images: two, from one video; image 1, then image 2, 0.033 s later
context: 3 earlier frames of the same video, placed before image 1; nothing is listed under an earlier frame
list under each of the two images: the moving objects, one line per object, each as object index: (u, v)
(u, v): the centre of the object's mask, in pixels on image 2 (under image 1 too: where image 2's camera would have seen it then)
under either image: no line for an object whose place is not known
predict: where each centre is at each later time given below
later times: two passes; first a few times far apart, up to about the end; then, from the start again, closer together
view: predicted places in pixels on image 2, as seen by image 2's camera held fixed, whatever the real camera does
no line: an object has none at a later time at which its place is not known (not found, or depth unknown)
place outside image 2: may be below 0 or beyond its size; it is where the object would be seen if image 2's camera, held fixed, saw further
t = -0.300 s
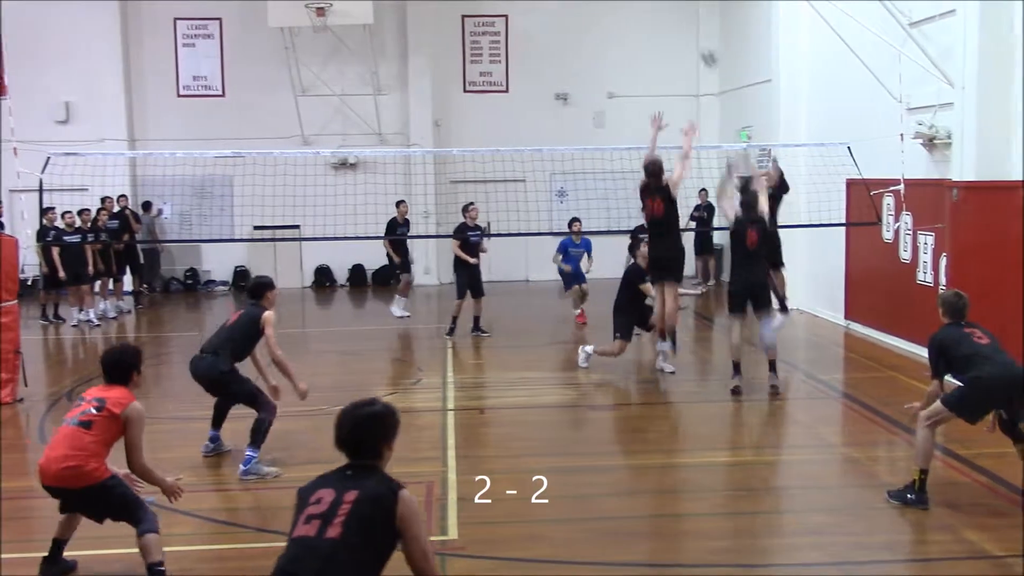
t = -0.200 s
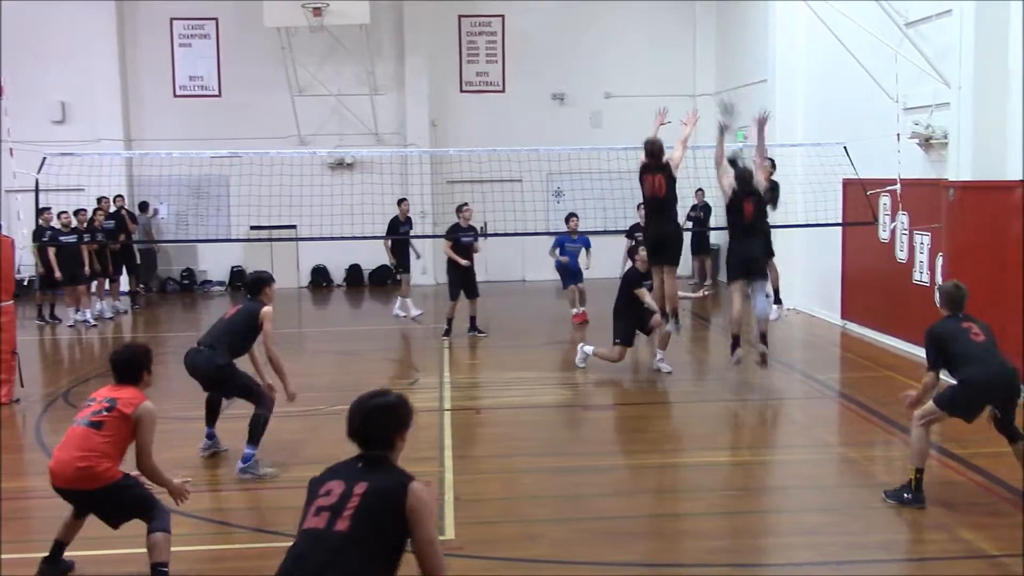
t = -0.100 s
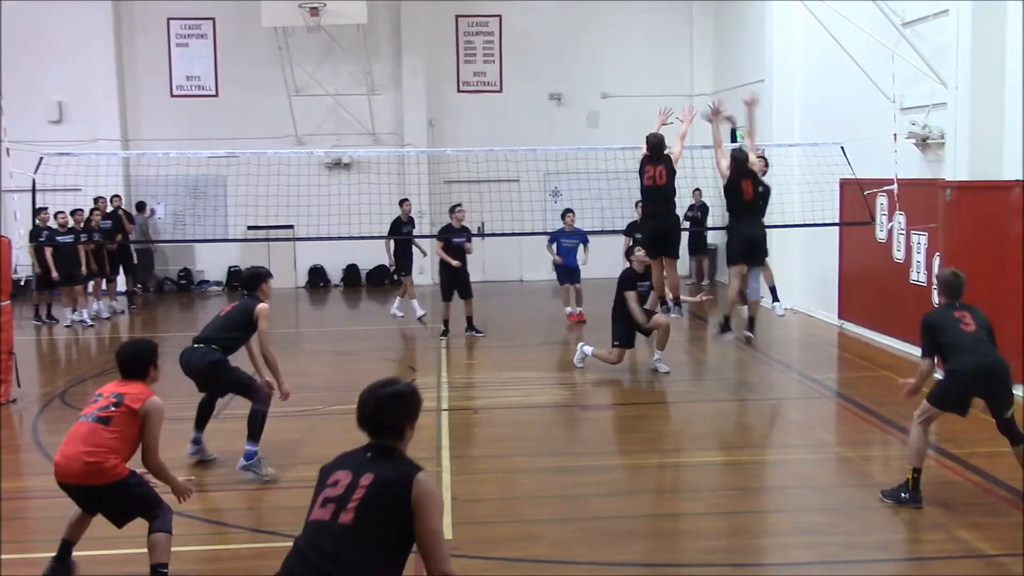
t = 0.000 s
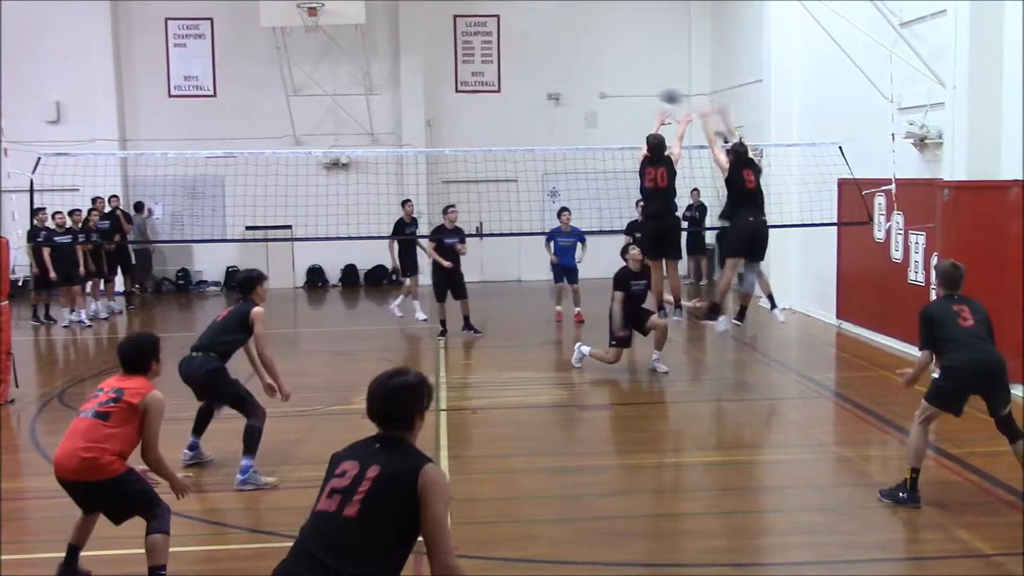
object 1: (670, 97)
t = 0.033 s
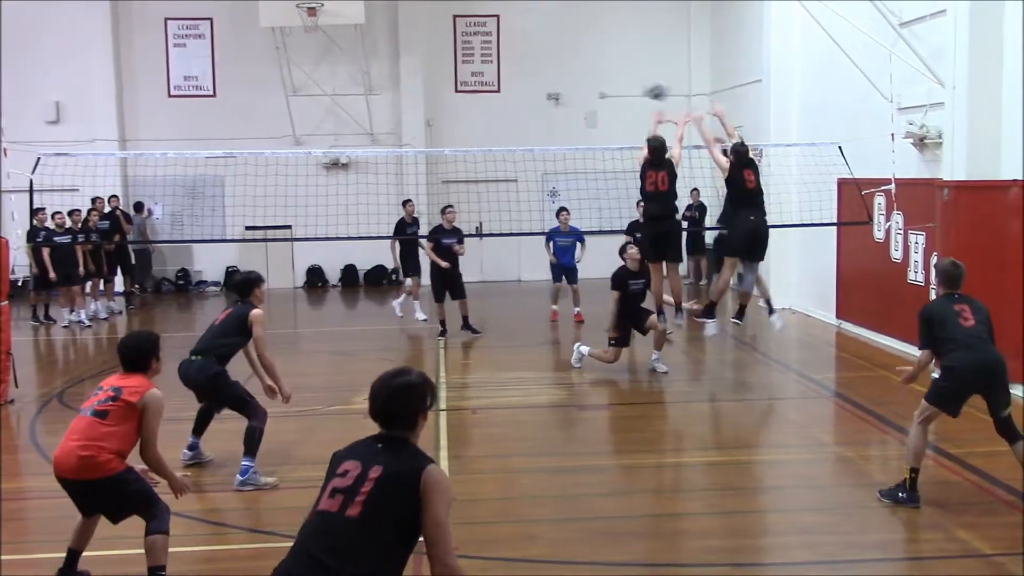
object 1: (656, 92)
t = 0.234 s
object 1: (553, 91)
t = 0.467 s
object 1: (379, 172)
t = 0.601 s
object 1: (238, 285)
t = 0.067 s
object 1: (641, 89)
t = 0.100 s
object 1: (626, 86)
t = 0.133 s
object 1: (609, 86)
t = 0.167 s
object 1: (591, 86)
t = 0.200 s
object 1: (572, 87)
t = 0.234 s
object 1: (553, 91)
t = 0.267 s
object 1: (531, 96)
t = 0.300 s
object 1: (509, 102)
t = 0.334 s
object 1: (488, 110)
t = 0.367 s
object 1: (463, 122)
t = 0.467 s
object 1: (379, 172)
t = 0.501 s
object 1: (347, 196)
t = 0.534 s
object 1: (316, 222)
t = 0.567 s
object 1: (275, 257)
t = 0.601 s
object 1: (238, 285)
